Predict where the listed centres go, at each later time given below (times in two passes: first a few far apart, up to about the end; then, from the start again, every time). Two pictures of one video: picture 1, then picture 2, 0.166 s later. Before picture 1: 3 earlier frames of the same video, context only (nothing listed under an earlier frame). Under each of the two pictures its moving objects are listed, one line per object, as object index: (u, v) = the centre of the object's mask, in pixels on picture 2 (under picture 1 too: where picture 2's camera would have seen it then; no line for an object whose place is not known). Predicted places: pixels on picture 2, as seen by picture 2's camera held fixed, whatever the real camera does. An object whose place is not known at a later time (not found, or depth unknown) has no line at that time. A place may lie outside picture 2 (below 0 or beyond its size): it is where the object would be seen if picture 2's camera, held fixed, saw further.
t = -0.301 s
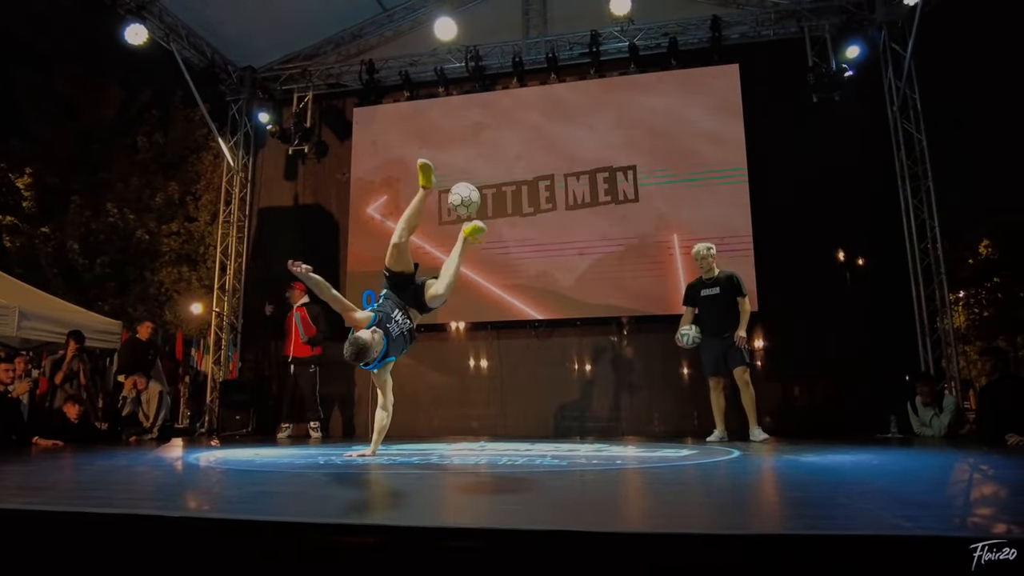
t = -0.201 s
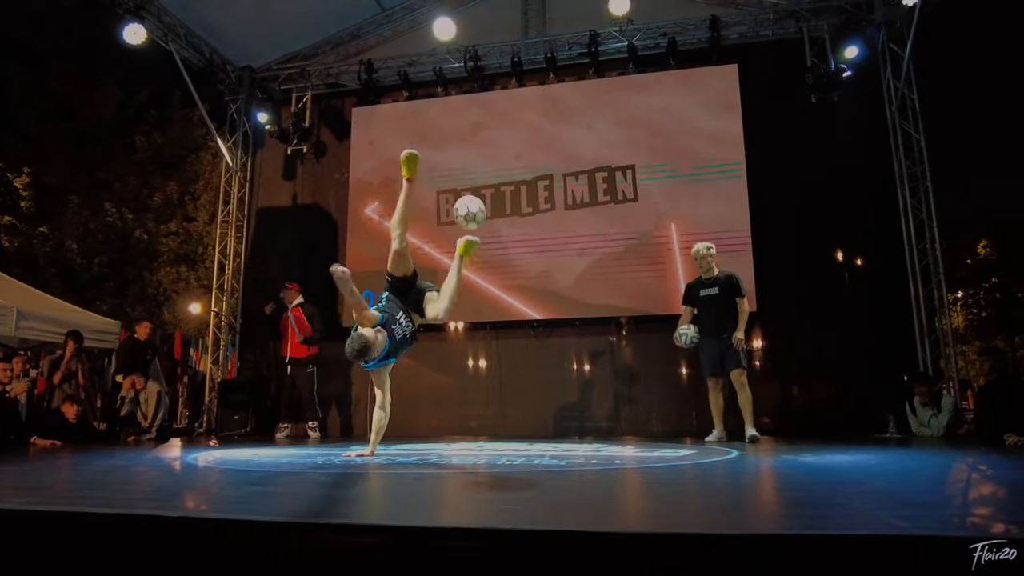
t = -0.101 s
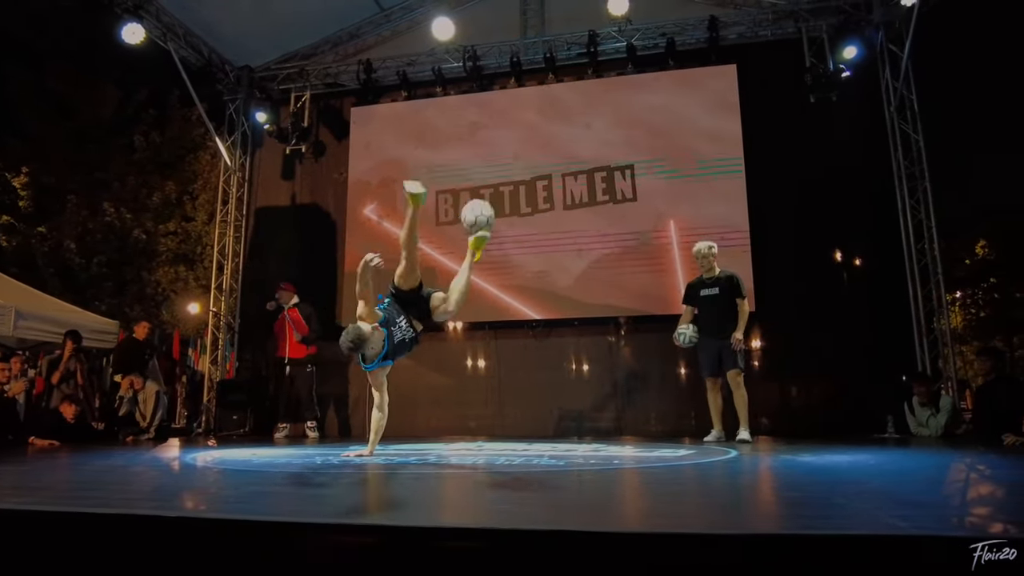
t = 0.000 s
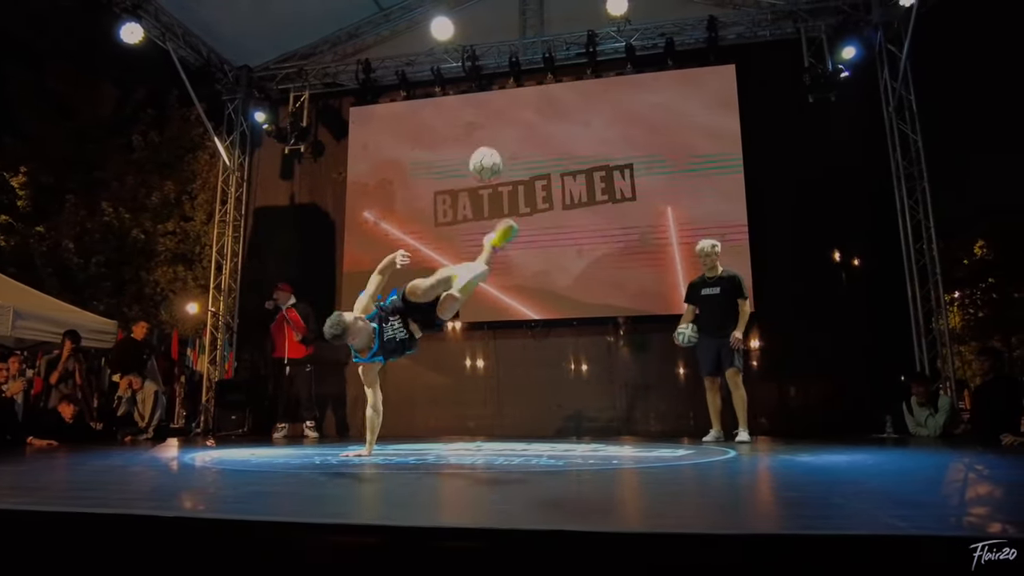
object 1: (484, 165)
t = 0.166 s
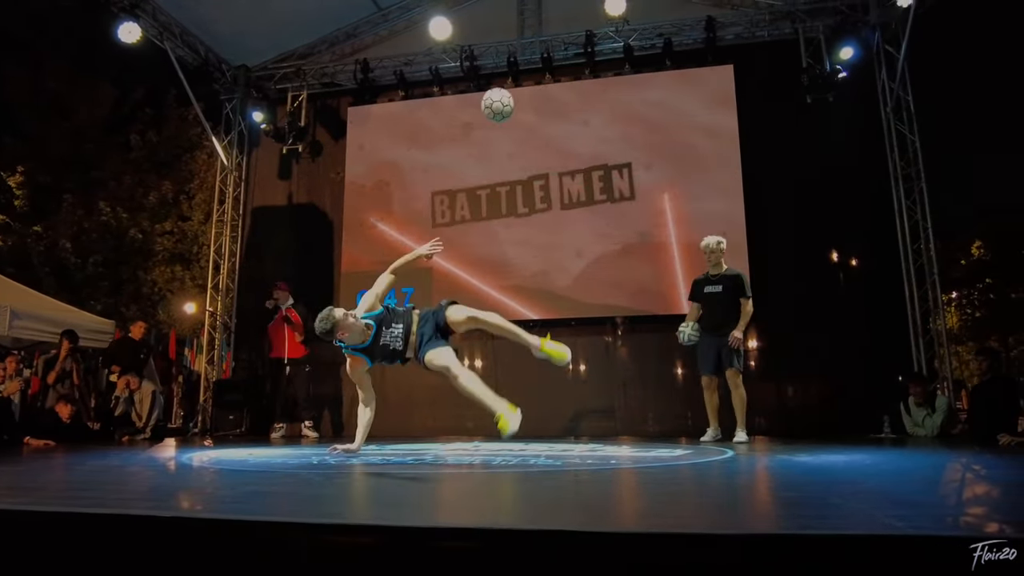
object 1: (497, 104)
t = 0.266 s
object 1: (505, 88)
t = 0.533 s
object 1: (527, 107)
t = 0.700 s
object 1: (541, 173)
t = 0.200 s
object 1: (500, 98)
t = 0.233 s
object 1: (503, 91)
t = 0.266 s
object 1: (505, 88)
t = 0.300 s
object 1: (508, 85)
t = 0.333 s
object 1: (510, 84)
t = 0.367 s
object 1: (513, 84)
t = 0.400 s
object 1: (516, 85)
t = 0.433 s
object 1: (518, 89)
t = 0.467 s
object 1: (521, 93)
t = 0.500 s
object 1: (524, 99)
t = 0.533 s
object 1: (527, 107)
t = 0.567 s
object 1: (529, 117)
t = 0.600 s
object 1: (532, 127)
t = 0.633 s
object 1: (535, 141)
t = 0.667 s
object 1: (538, 155)
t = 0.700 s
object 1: (541, 173)
